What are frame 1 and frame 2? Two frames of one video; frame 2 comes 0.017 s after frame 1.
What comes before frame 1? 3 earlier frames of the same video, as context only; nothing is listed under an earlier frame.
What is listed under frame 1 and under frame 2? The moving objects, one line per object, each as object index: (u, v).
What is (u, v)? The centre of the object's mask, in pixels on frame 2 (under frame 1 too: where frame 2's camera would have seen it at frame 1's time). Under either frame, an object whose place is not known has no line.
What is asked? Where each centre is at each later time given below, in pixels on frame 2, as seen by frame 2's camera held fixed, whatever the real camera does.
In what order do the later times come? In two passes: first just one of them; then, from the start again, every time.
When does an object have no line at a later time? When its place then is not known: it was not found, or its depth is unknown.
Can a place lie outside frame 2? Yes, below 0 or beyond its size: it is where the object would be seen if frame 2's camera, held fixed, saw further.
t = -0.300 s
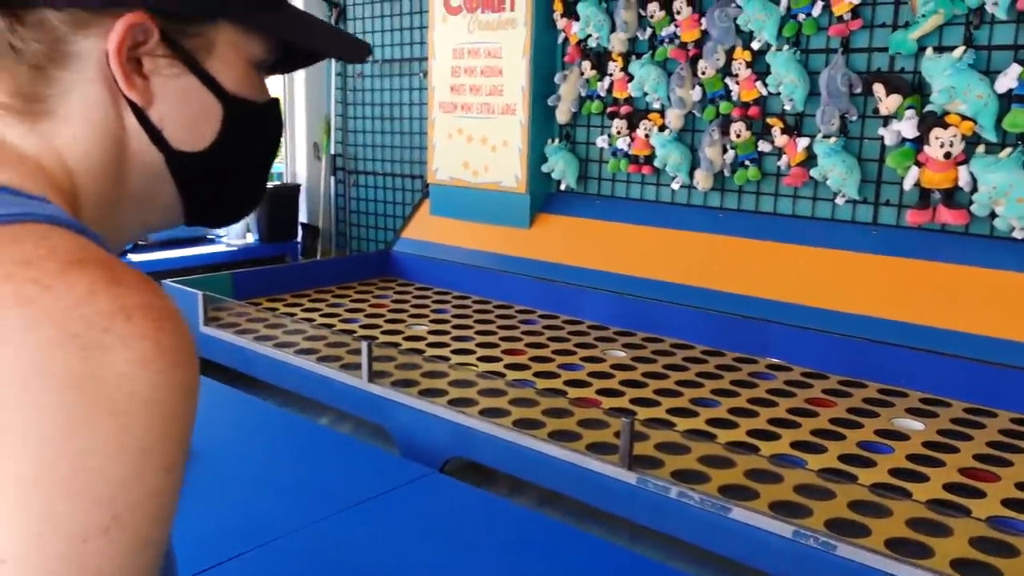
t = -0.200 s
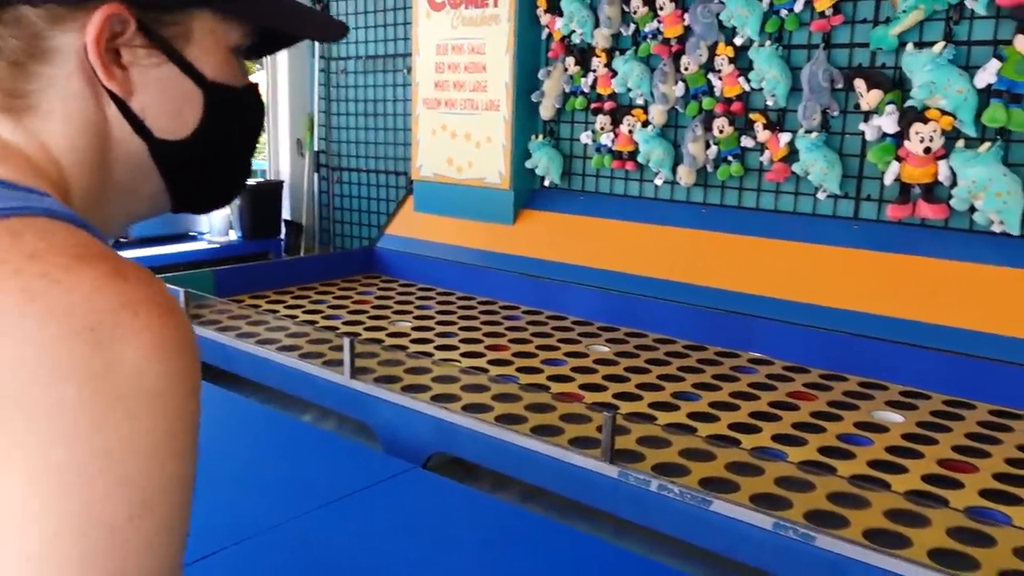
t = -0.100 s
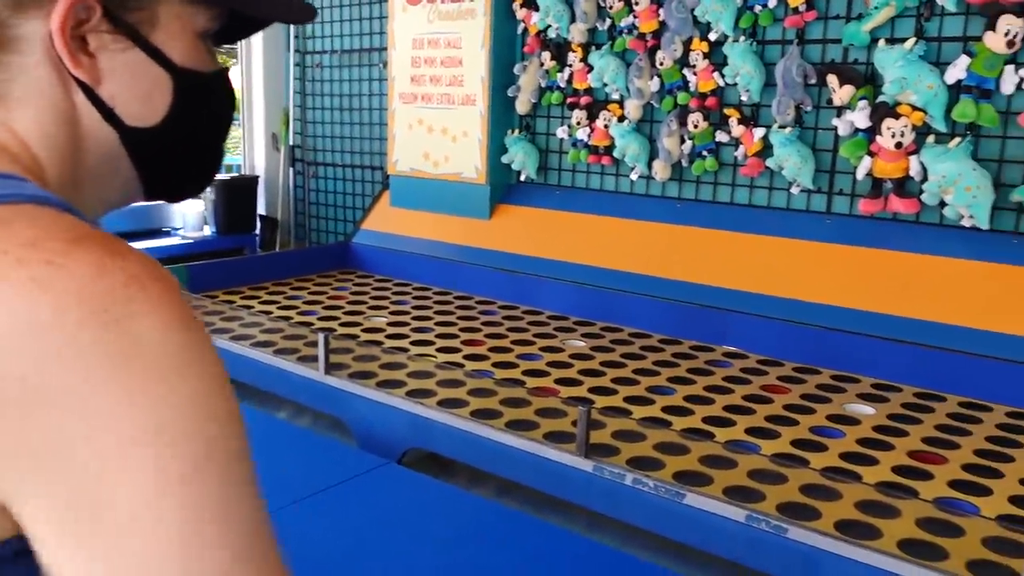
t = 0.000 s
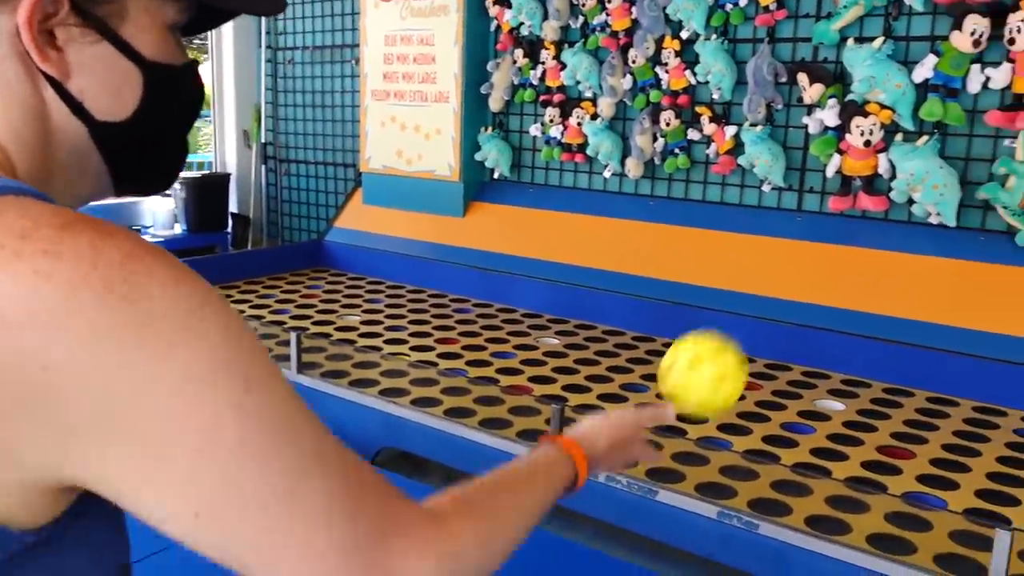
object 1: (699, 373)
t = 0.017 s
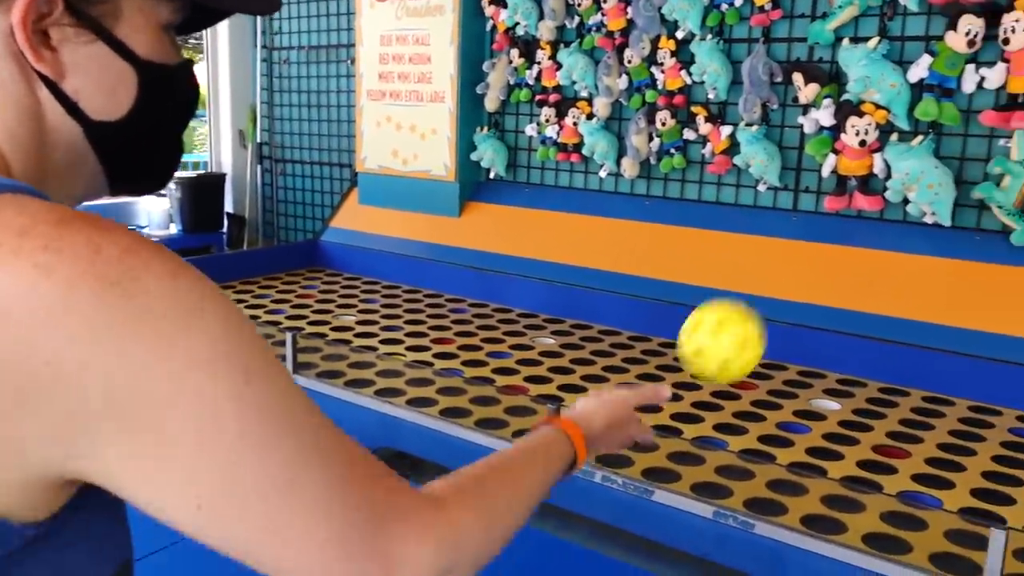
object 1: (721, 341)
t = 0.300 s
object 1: (973, 199)
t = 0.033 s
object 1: (743, 312)
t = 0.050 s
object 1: (765, 287)
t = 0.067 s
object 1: (785, 264)
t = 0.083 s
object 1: (804, 244)
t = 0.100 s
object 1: (823, 227)
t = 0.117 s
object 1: (840, 213)
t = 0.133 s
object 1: (855, 202)
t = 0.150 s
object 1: (871, 192)
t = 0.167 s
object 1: (885, 186)
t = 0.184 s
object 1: (899, 180)
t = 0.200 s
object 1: (912, 178)
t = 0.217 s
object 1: (924, 177)
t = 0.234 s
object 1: (935, 178)
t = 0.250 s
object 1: (946, 181)
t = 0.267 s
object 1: (955, 185)
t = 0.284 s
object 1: (965, 191)
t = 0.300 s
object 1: (973, 199)
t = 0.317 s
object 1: (981, 207)
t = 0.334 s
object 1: (988, 217)
